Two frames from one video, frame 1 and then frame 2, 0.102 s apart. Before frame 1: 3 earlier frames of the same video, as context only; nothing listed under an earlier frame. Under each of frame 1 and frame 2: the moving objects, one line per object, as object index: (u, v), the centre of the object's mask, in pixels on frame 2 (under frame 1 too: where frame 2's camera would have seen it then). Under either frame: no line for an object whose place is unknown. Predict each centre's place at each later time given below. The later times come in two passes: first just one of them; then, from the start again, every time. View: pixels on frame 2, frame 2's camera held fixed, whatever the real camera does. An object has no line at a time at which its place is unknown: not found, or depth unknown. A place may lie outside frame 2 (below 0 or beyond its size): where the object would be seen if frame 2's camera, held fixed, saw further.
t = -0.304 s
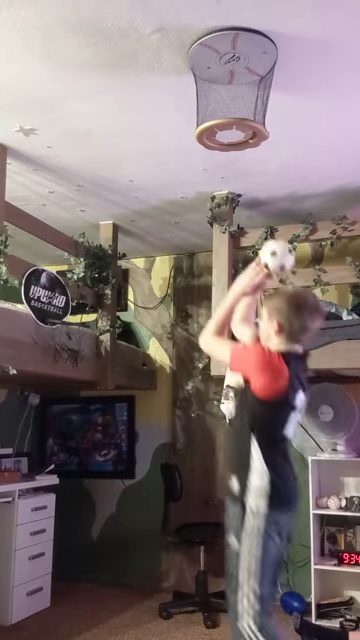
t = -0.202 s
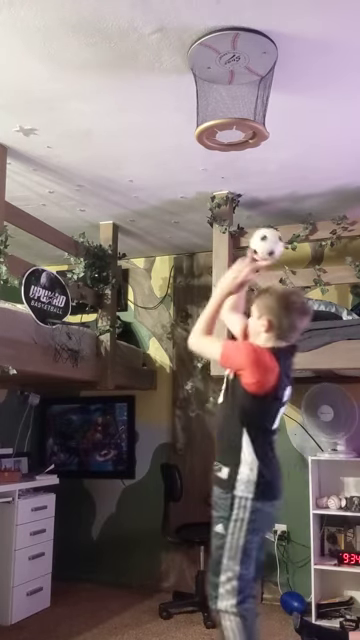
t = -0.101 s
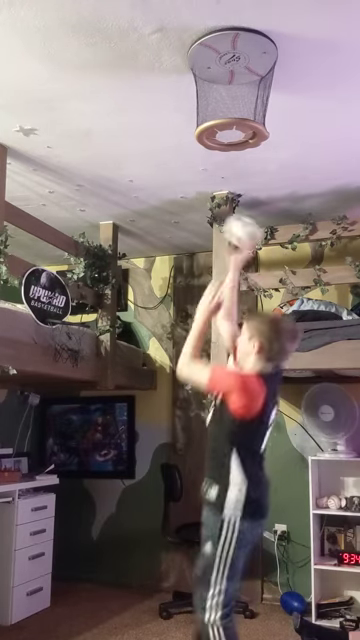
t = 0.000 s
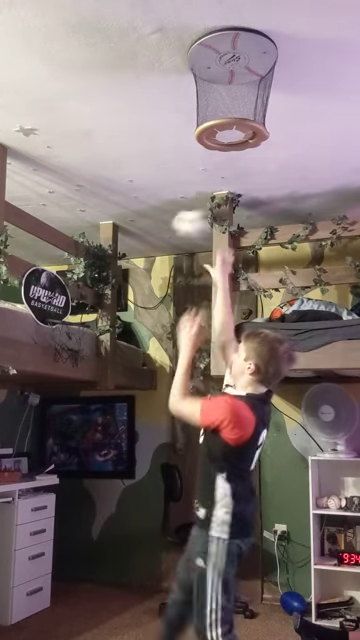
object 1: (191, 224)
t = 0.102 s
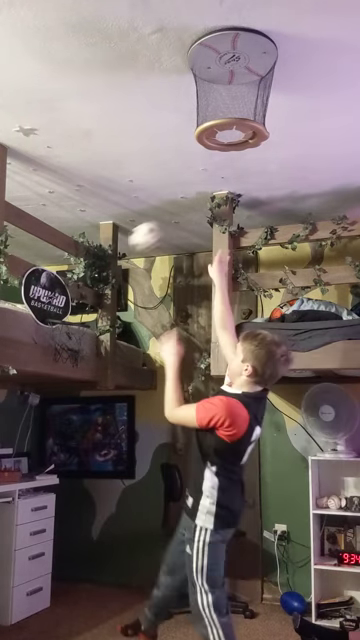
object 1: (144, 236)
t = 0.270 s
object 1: (83, 292)
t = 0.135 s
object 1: (130, 244)
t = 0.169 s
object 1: (117, 254)
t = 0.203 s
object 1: (105, 266)
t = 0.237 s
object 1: (94, 278)
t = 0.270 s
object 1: (83, 292)
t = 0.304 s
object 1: (70, 307)
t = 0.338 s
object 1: (57, 329)
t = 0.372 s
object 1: (55, 336)
